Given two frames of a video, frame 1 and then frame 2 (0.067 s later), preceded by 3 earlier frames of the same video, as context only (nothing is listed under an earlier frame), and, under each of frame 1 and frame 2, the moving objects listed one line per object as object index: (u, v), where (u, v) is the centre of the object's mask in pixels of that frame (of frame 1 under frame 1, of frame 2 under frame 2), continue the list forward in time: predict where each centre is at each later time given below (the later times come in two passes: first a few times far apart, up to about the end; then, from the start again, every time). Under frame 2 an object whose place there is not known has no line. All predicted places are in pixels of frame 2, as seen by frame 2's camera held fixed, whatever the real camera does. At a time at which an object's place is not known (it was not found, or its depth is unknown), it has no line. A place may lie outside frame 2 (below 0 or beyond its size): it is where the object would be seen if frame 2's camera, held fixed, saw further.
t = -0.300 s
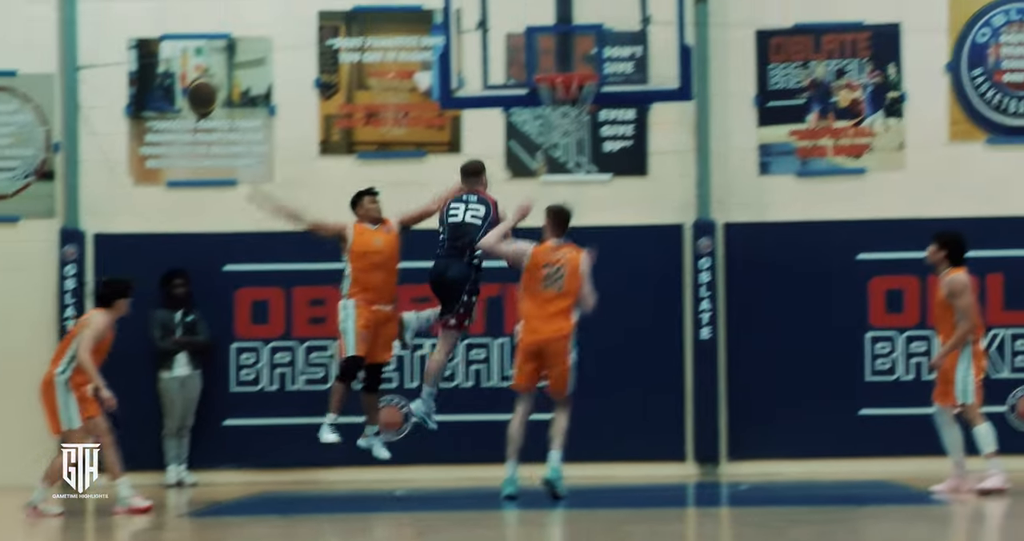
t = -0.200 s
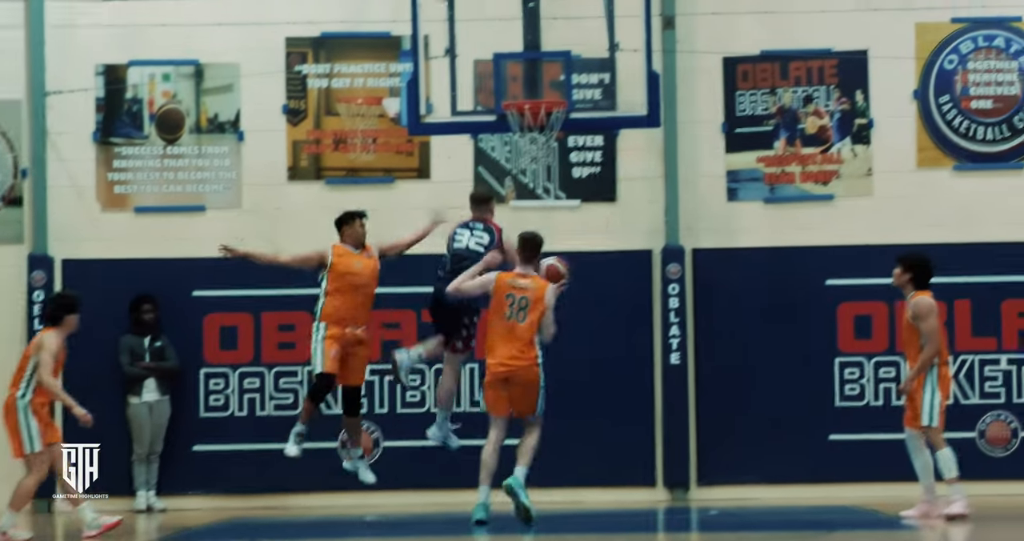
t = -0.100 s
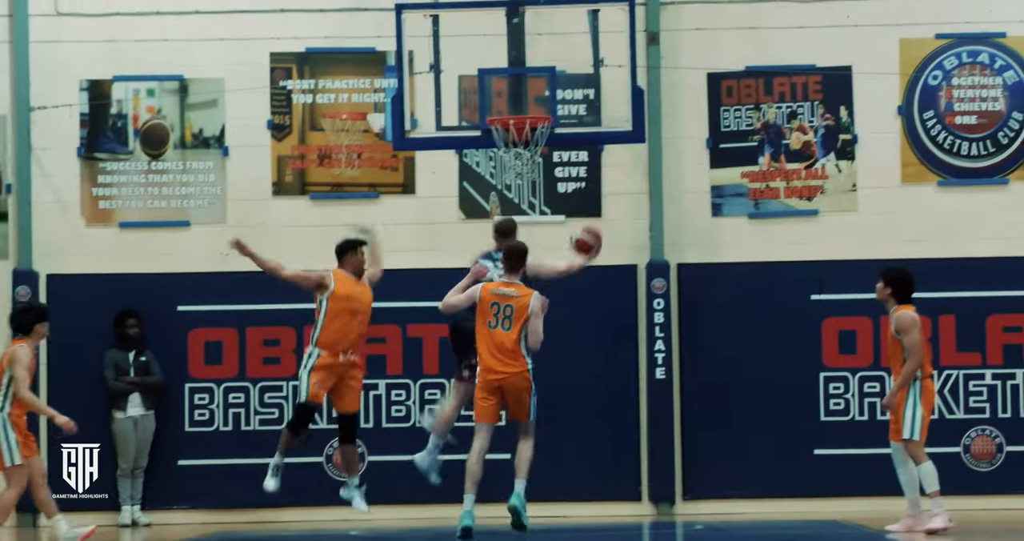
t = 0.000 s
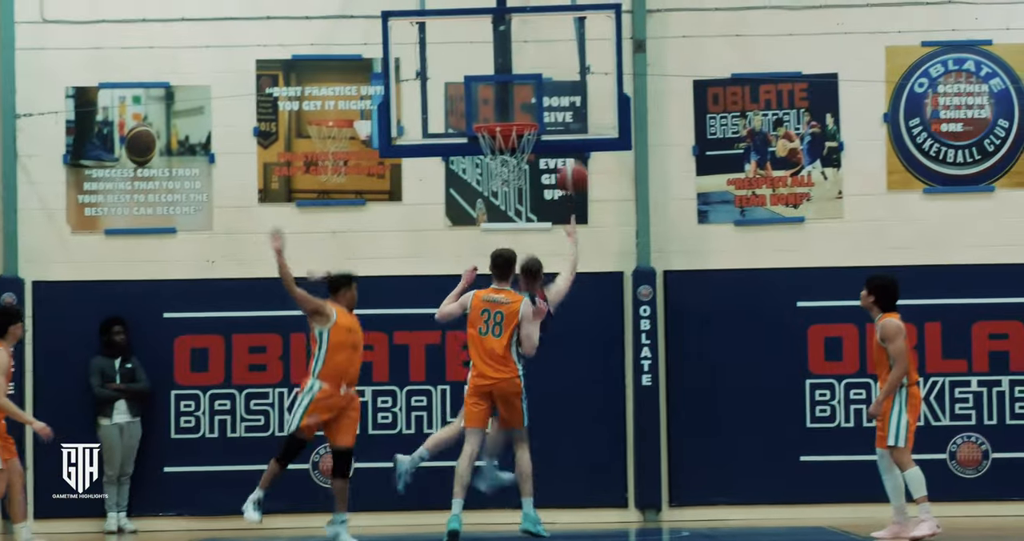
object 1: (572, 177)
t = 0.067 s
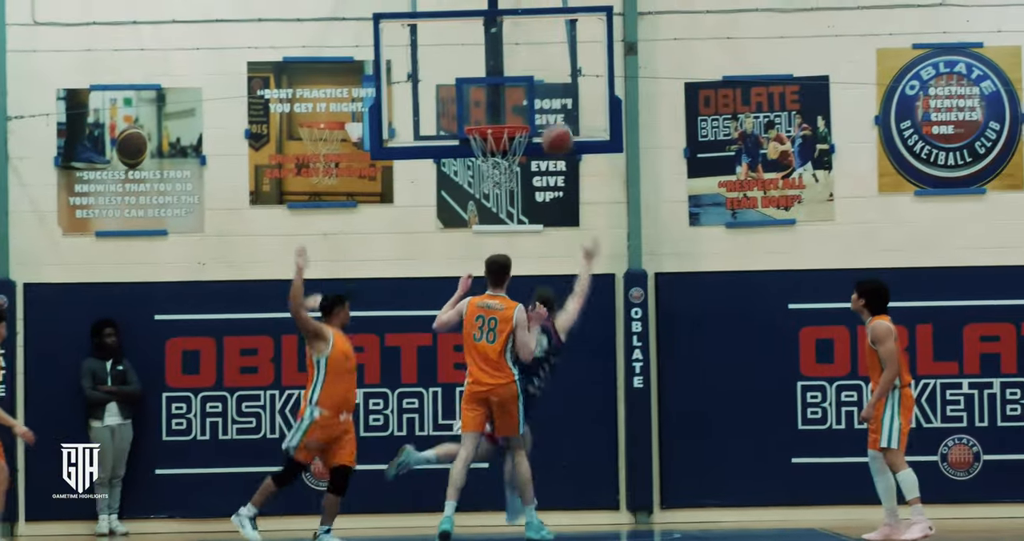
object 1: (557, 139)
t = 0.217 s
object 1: (543, 69)
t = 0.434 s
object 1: (523, 21)
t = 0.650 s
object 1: (504, 35)
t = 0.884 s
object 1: (486, 113)
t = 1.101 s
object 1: (471, 137)
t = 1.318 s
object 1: (457, 225)
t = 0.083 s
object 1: (556, 130)
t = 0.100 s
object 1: (555, 122)
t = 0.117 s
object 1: (553, 113)
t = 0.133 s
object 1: (550, 104)
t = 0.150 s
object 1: (549, 97)
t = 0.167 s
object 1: (547, 89)
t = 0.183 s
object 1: (547, 83)
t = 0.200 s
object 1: (545, 75)
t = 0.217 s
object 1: (543, 69)
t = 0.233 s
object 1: (541, 63)
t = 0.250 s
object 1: (540, 58)
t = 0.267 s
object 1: (538, 53)
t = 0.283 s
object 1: (537, 48)
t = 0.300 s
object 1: (535, 44)
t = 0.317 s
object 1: (534, 40)
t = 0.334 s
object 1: (532, 36)
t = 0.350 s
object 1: (531, 33)
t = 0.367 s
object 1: (529, 29)
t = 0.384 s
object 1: (527, 26)
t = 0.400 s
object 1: (526, 24)
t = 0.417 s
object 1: (524, 22)
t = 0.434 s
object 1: (523, 21)
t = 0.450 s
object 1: (522, 20)
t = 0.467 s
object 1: (521, 19)
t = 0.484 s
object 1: (519, 19)
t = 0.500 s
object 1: (518, 19)
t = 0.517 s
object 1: (516, 19)
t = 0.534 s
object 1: (515, 20)
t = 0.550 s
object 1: (513, 21)
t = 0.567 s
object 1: (512, 22)
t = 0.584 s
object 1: (511, 24)
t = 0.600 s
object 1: (509, 26)
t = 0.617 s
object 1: (507, 29)
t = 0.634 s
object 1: (506, 32)
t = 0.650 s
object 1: (504, 35)
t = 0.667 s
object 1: (503, 38)
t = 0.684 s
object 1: (502, 42)
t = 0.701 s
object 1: (500, 46)
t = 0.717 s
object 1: (499, 52)
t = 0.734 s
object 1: (498, 57)
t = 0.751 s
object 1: (496, 62)
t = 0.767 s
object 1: (496, 68)
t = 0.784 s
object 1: (494, 74)
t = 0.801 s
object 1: (494, 82)
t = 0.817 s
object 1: (492, 89)
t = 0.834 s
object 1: (490, 96)
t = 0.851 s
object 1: (489, 104)
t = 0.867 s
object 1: (488, 111)
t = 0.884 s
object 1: (486, 113)
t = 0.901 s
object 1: (485, 113)
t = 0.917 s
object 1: (484, 113)
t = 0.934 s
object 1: (482, 113)
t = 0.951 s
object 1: (480, 114)
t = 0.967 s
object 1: (480, 115)
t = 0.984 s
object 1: (479, 117)
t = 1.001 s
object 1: (477, 119)
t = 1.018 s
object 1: (477, 121)
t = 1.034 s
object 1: (476, 123)
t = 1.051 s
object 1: (474, 127)
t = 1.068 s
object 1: (473, 130)
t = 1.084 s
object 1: (472, 133)
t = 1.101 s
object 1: (471, 137)
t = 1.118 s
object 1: (469, 142)
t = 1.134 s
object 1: (468, 146)
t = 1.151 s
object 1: (467, 152)
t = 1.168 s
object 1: (466, 157)
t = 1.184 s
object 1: (465, 163)
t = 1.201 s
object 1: (464, 170)
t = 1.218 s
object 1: (462, 178)
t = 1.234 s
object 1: (461, 186)
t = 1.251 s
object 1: (459, 191)
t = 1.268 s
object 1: (458, 200)
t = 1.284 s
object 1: (455, 208)
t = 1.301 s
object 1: (455, 216)
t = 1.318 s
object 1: (457, 225)
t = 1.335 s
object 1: (456, 235)
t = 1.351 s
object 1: (454, 246)
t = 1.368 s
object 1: (454, 257)
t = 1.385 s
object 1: (452, 268)
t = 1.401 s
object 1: (451, 280)
